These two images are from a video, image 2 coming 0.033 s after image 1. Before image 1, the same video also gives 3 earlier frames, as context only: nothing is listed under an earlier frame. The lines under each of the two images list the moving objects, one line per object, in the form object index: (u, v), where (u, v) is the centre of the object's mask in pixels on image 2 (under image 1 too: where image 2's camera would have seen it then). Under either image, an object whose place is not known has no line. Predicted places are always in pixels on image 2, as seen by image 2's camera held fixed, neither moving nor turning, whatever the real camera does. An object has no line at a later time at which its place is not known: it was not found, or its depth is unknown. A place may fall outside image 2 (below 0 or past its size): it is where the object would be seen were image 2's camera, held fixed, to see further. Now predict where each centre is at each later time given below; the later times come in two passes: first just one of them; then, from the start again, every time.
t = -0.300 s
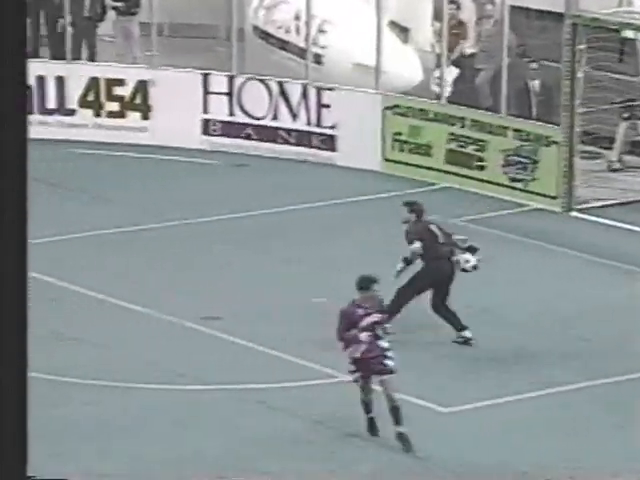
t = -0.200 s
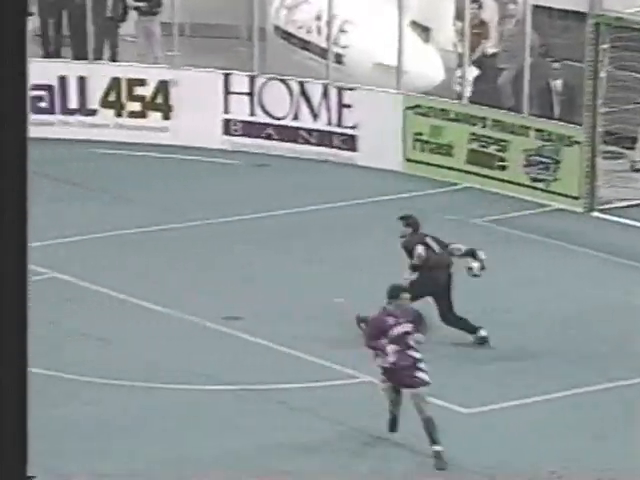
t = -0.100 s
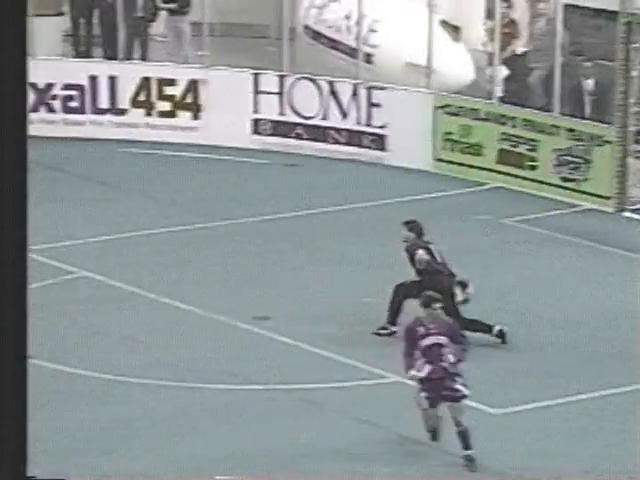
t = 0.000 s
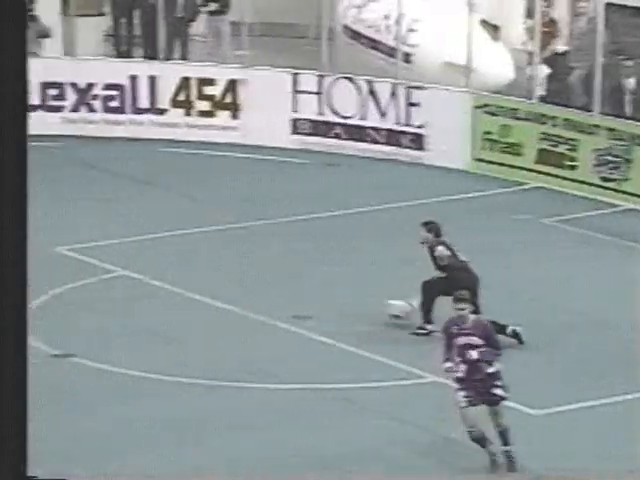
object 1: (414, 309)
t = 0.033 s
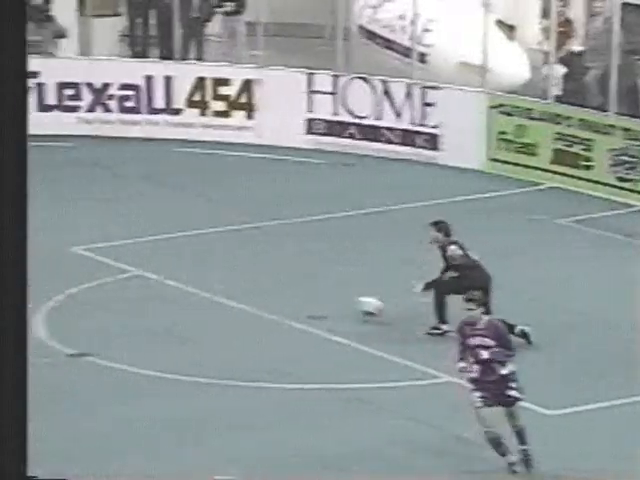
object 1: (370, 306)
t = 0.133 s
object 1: (246, 302)
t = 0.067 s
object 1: (328, 303)
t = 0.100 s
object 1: (286, 302)
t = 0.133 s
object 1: (246, 302)
